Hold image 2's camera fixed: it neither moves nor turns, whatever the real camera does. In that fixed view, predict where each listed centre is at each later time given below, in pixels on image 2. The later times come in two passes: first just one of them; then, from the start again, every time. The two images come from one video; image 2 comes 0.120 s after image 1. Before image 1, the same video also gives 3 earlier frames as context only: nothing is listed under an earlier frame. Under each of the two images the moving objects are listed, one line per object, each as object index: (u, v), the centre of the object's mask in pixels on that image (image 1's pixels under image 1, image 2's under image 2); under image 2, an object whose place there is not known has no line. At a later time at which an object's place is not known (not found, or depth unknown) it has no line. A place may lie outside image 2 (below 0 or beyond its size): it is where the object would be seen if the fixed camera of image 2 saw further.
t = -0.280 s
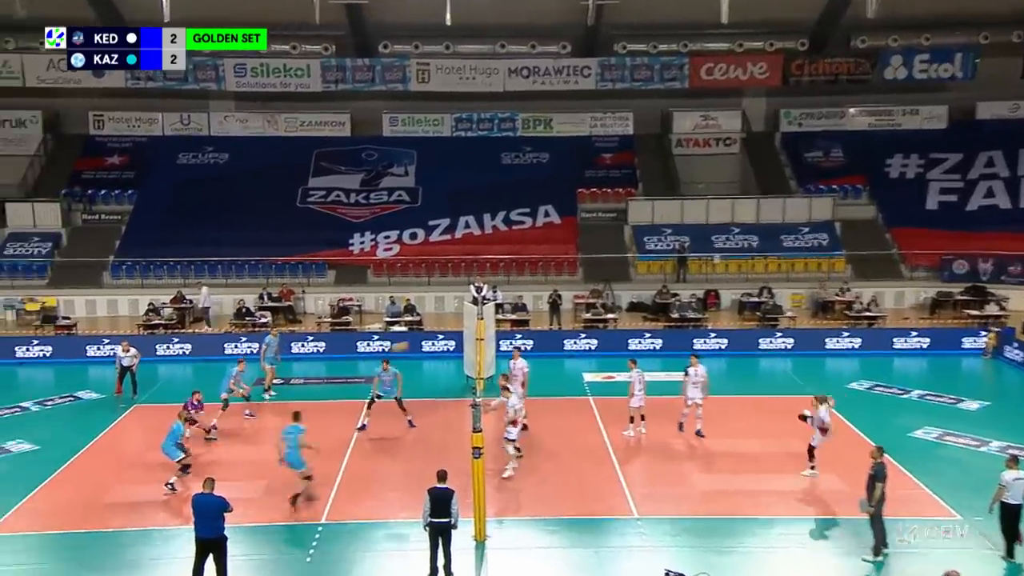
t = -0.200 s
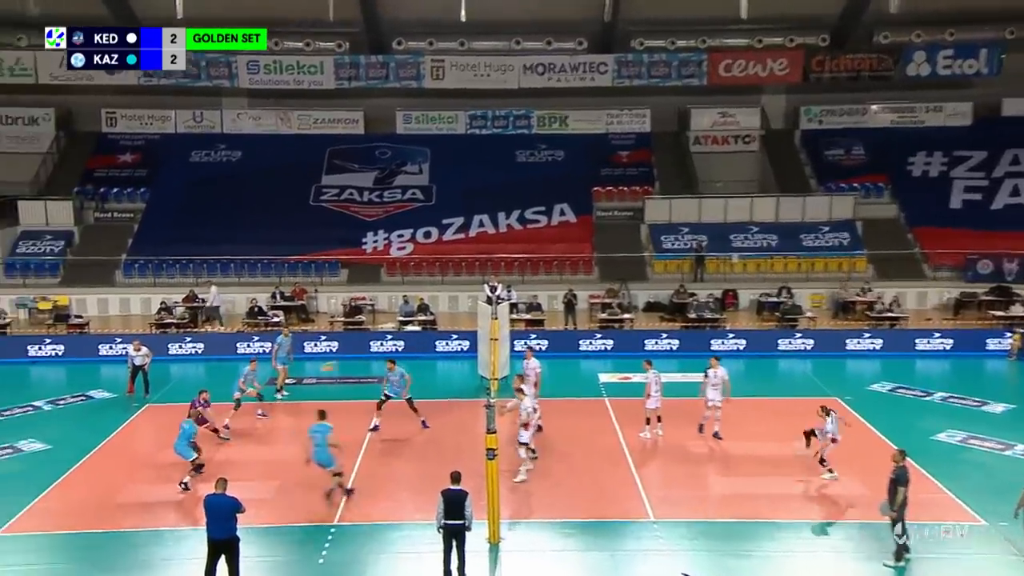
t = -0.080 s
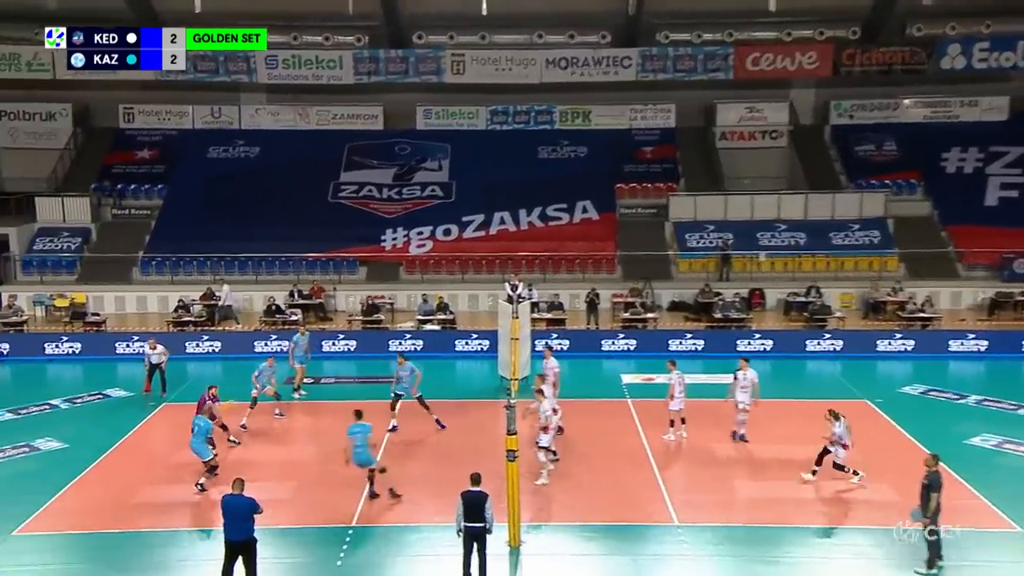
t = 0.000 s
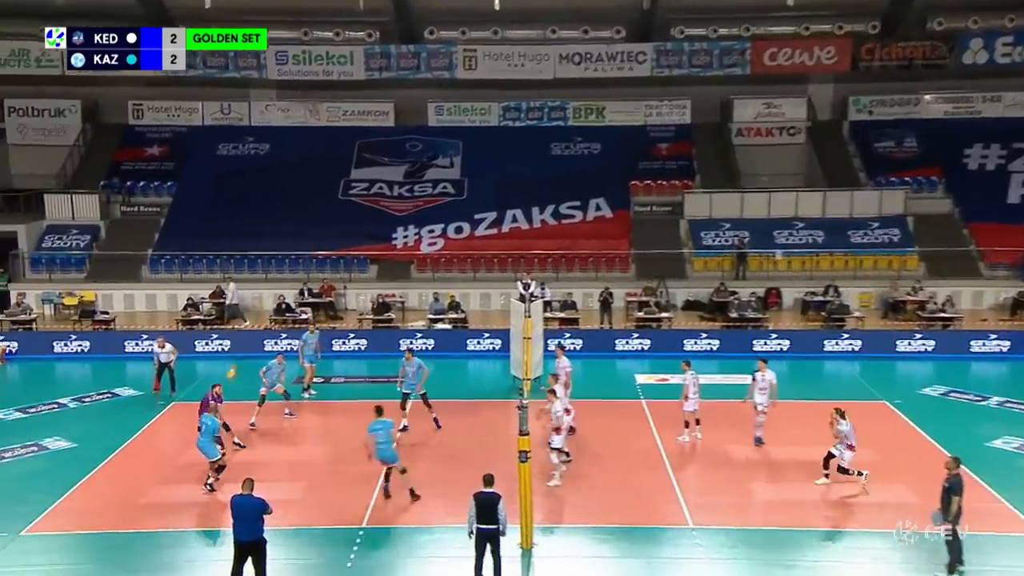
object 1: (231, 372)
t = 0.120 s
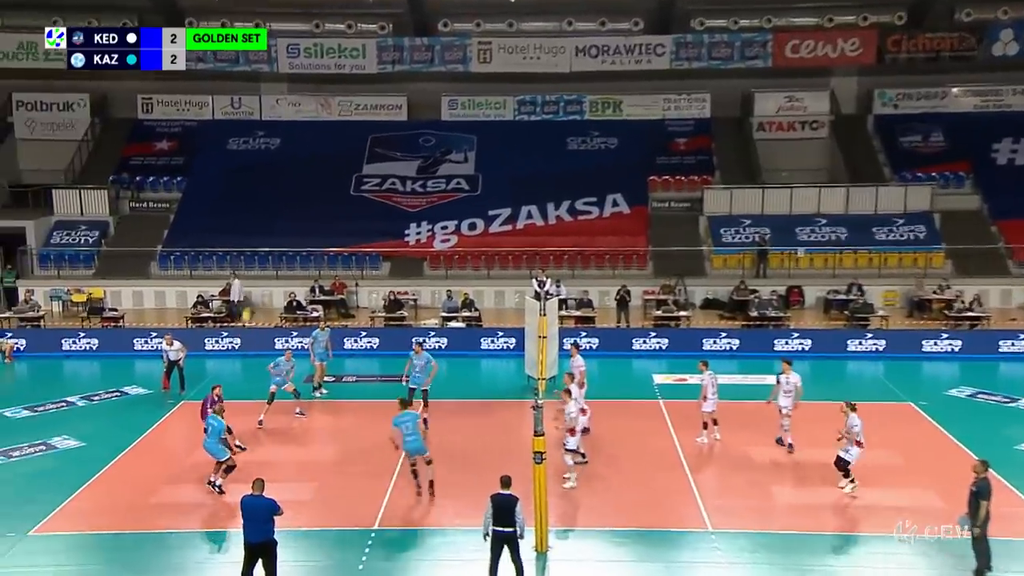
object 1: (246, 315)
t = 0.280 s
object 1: (250, 250)
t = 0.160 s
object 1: (246, 301)
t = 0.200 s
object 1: (247, 281)
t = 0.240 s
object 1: (249, 265)
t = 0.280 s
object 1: (250, 250)
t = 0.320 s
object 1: (251, 236)
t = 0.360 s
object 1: (251, 222)
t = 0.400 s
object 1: (252, 209)
